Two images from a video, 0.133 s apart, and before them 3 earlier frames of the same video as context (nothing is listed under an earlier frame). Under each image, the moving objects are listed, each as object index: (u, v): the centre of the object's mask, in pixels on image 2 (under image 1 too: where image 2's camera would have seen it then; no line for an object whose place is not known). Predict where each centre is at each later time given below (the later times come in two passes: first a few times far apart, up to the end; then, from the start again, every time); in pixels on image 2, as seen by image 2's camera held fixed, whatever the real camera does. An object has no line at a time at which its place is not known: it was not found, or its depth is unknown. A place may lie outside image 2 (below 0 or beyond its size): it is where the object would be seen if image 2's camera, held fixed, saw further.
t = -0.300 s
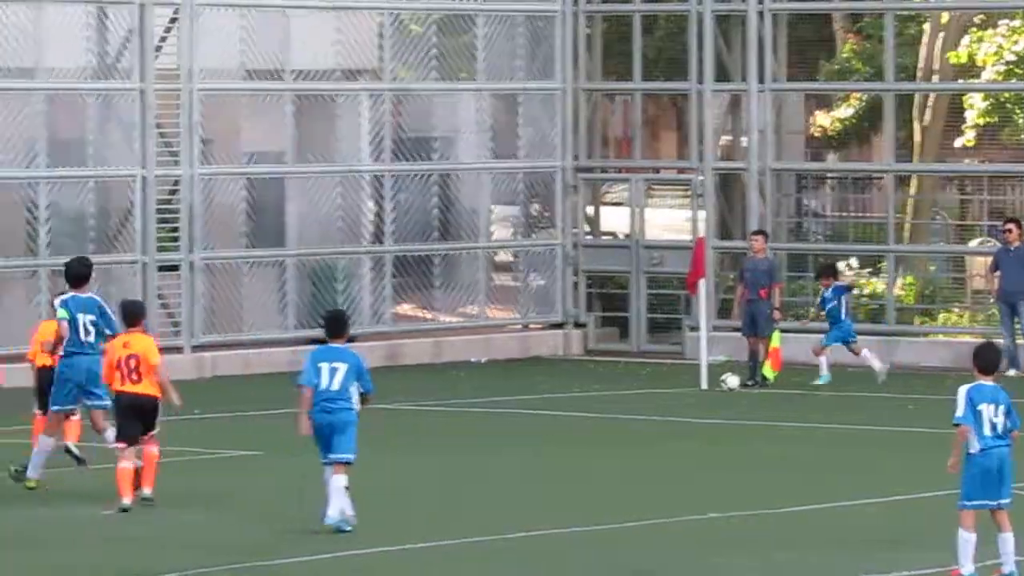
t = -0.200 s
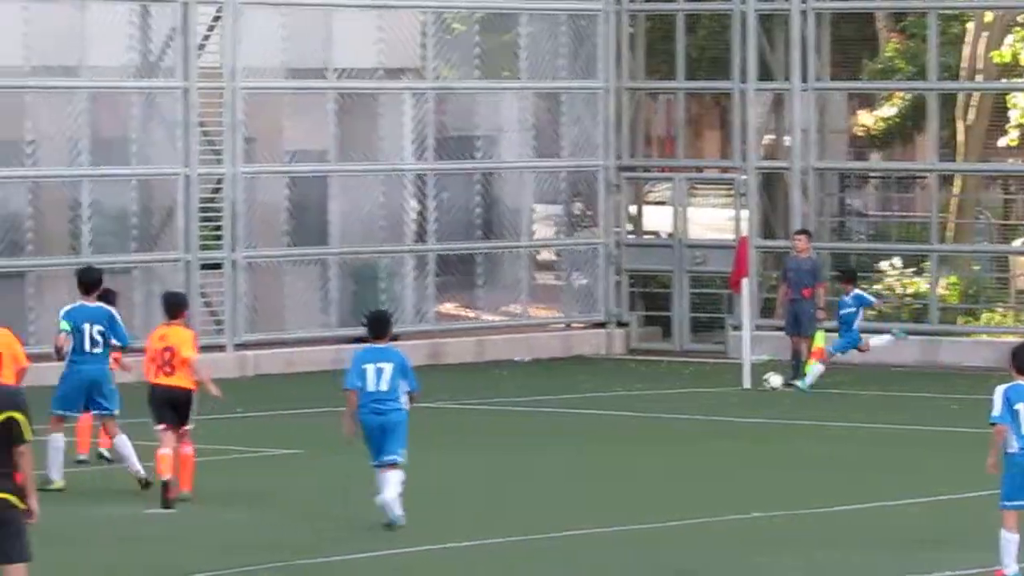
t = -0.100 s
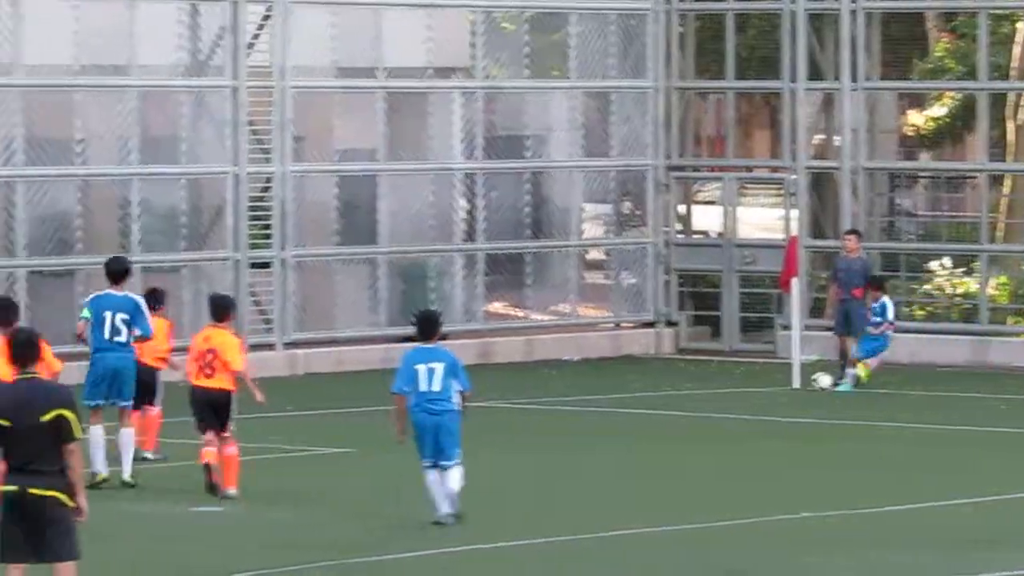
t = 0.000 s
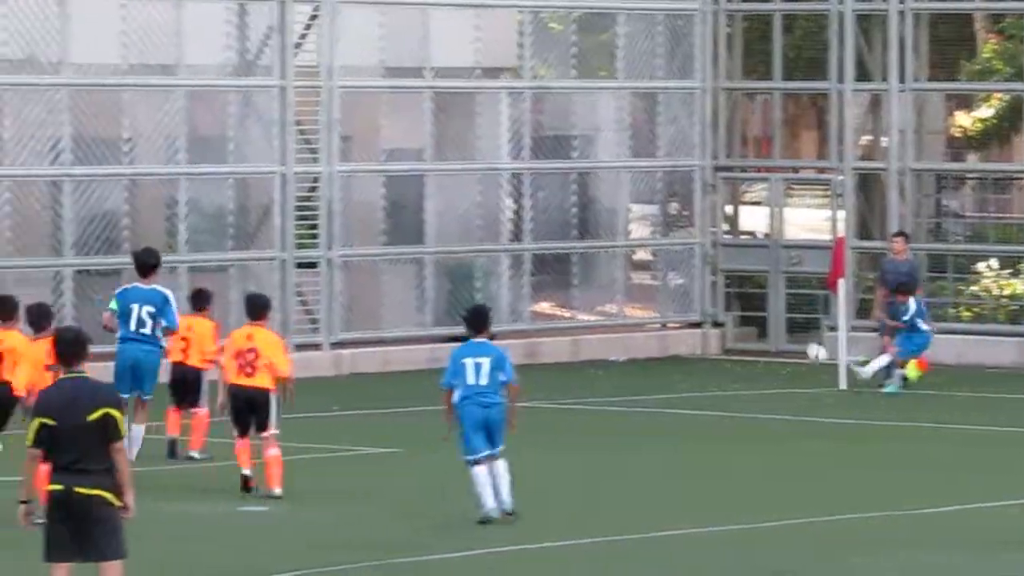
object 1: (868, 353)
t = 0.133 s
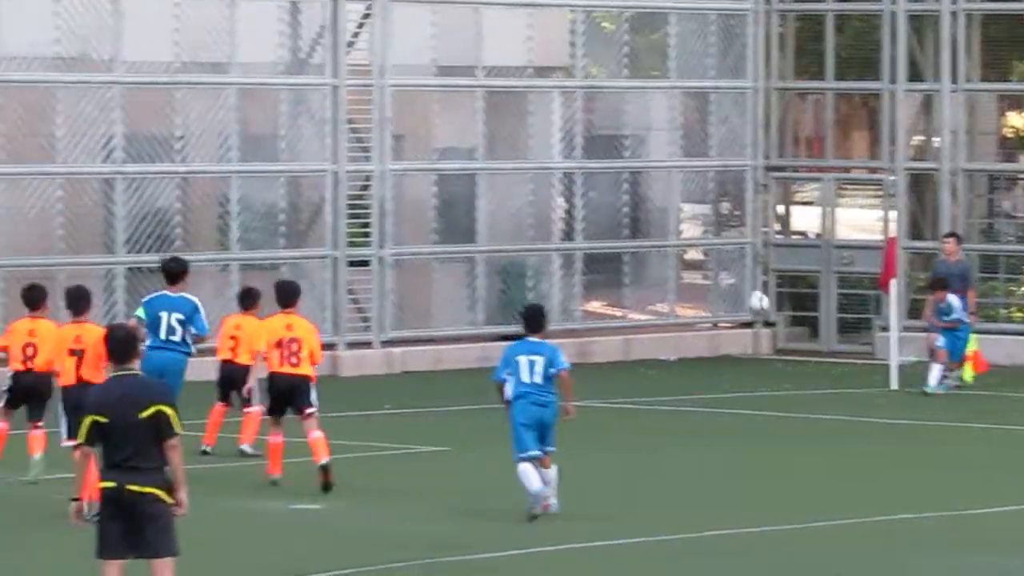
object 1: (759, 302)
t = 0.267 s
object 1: (651, 265)
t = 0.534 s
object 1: (429, 240)
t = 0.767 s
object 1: (223, 279)
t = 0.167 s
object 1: (731, 289)
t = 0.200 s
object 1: (706, 282)
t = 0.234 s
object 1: (677, 272)
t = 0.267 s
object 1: (651, 265)
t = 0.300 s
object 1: (622, 258)
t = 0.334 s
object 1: (597, 252)
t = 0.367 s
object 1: (568, 248)
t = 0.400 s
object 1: (541, 245)
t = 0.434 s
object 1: (514, 242)
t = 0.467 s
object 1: (486, 240)
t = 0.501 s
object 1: (457, 241)
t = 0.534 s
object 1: (429, 240)
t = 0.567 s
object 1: (400, 243)
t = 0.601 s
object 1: (372, 246)
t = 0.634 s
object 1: (344, 250)
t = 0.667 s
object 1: (313, 255)
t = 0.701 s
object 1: (283, 262)
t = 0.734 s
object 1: (253, 270)
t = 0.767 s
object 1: (223, 279)
